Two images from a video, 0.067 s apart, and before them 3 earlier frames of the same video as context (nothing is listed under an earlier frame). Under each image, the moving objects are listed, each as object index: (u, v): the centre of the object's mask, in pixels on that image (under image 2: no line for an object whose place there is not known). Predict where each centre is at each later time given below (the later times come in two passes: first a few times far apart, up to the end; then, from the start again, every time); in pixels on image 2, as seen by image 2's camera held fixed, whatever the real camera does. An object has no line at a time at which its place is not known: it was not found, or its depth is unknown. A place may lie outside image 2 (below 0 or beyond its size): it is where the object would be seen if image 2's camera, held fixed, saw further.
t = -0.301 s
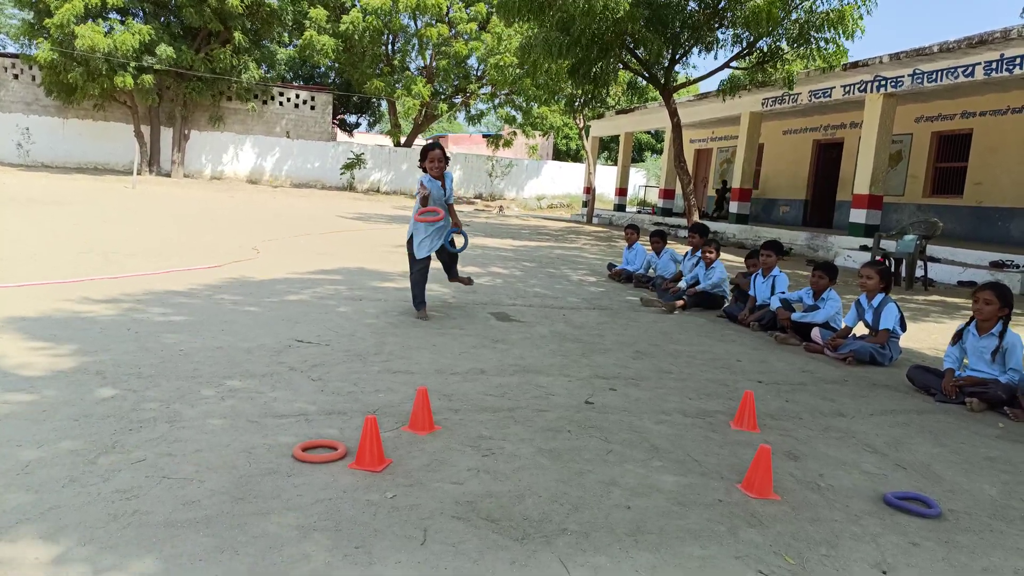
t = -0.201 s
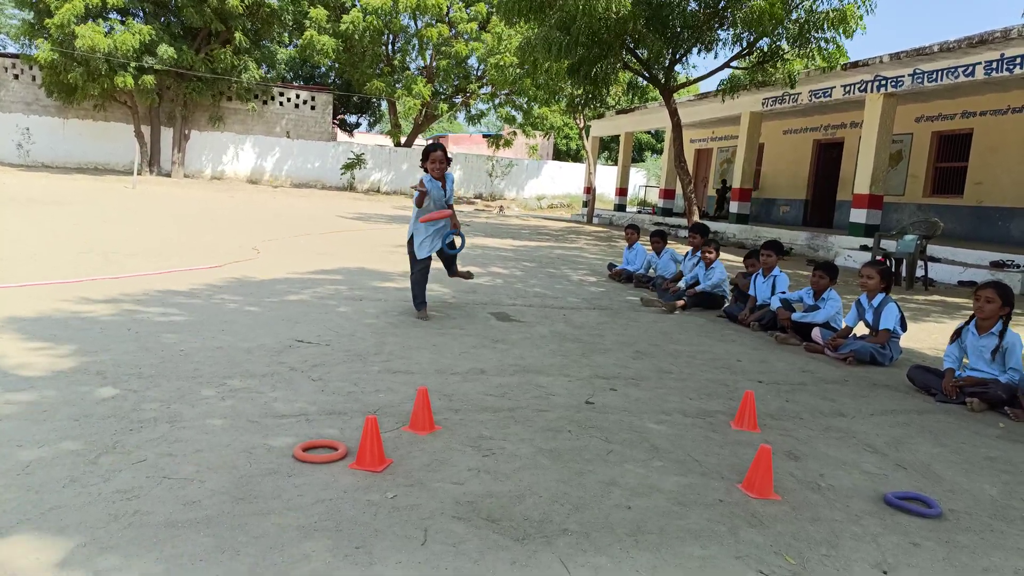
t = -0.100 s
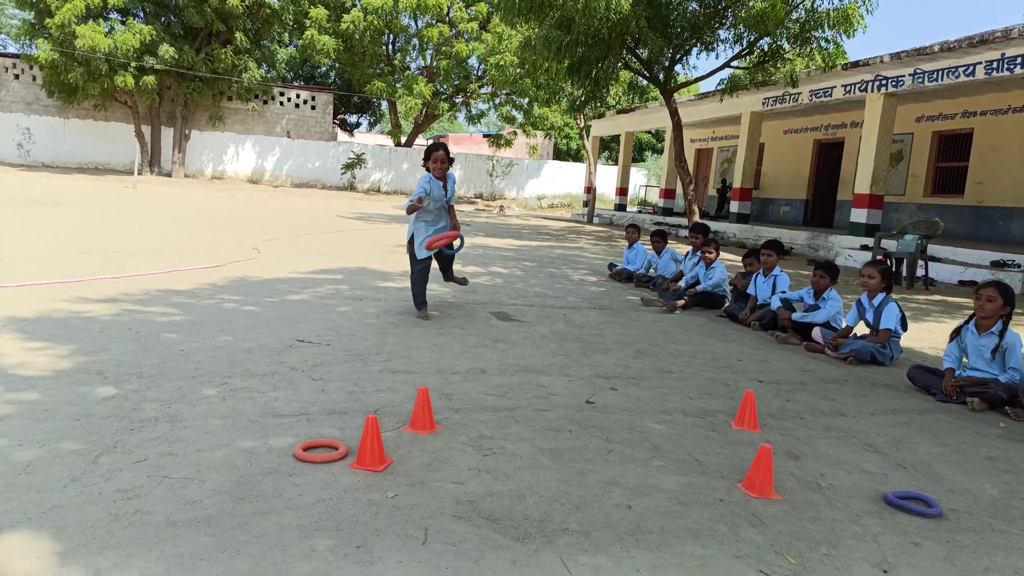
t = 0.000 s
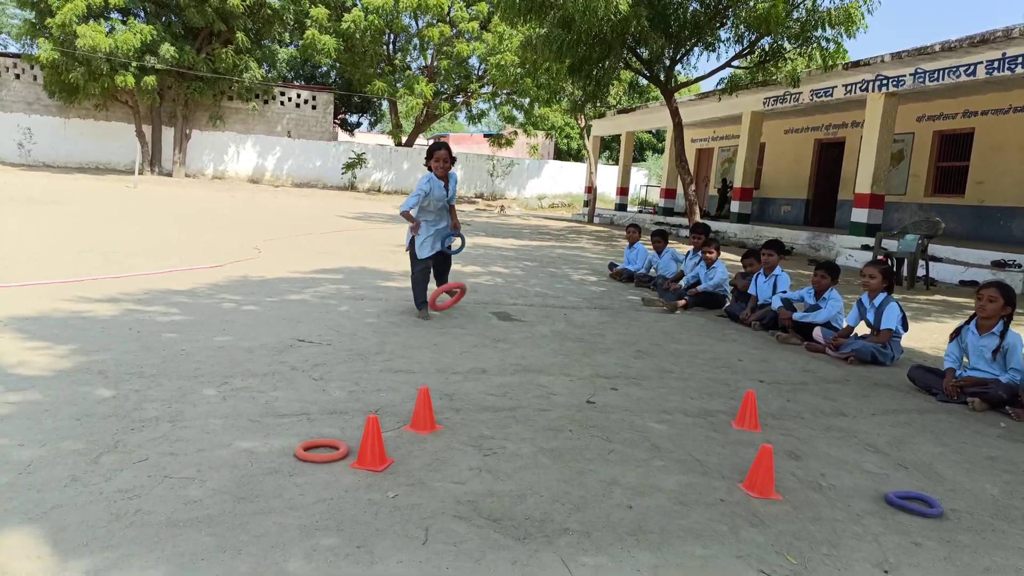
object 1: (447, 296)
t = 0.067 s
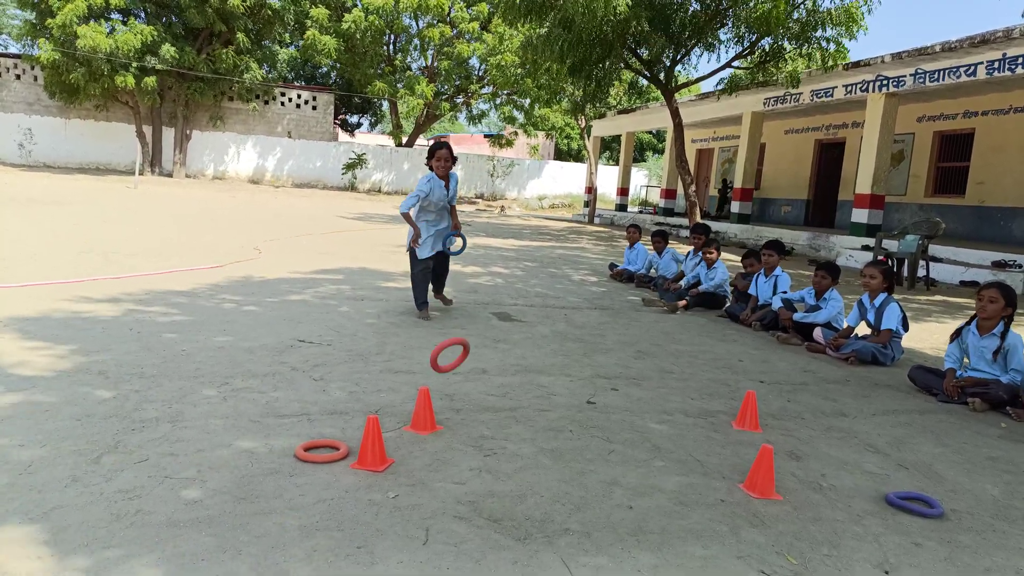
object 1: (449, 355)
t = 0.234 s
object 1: (475, 422)
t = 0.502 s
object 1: (532, 443)
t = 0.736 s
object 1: (580, 526)
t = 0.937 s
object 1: (585, 531)
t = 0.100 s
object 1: (450, 391)
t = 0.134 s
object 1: (453, 427)
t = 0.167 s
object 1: (460, 442)
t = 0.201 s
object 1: (468, 435)
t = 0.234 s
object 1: (475, 422)
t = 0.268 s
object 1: (483, 413)
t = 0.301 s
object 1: (490, 406)
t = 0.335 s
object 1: (497, 403)
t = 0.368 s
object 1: (504, 403)
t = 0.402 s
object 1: (511, 407)
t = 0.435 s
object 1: (518, 415)
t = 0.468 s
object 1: (525, 426)
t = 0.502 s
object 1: (532, 443)
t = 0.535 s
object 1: (539, 463)
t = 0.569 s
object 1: (546, 488)
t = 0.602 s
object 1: (552, 514)
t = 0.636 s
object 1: (562, 522)
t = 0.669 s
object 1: (570, 521)
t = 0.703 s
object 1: (575, 522)
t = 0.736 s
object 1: (580, 526)
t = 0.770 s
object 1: (583, 529)
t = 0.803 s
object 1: (584, 529)
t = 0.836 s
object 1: (585, 531)
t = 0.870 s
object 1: (585, 531)
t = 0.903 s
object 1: (585, 531)
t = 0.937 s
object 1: (585, 531)
